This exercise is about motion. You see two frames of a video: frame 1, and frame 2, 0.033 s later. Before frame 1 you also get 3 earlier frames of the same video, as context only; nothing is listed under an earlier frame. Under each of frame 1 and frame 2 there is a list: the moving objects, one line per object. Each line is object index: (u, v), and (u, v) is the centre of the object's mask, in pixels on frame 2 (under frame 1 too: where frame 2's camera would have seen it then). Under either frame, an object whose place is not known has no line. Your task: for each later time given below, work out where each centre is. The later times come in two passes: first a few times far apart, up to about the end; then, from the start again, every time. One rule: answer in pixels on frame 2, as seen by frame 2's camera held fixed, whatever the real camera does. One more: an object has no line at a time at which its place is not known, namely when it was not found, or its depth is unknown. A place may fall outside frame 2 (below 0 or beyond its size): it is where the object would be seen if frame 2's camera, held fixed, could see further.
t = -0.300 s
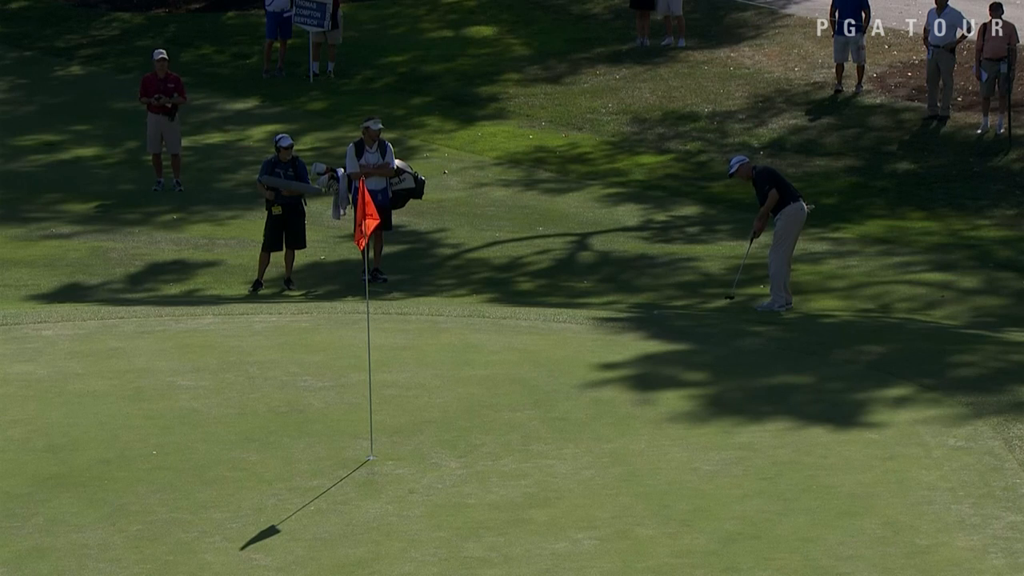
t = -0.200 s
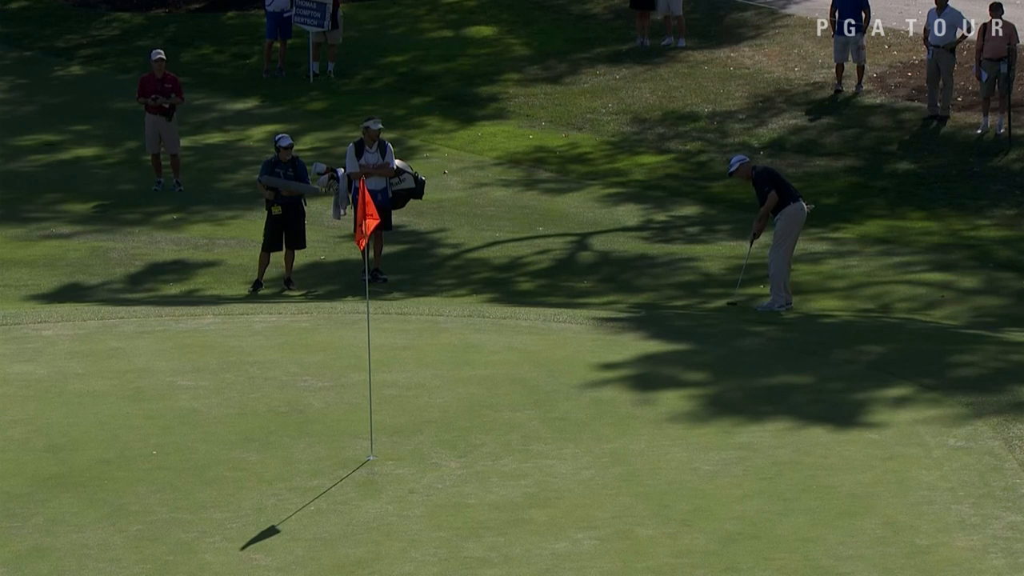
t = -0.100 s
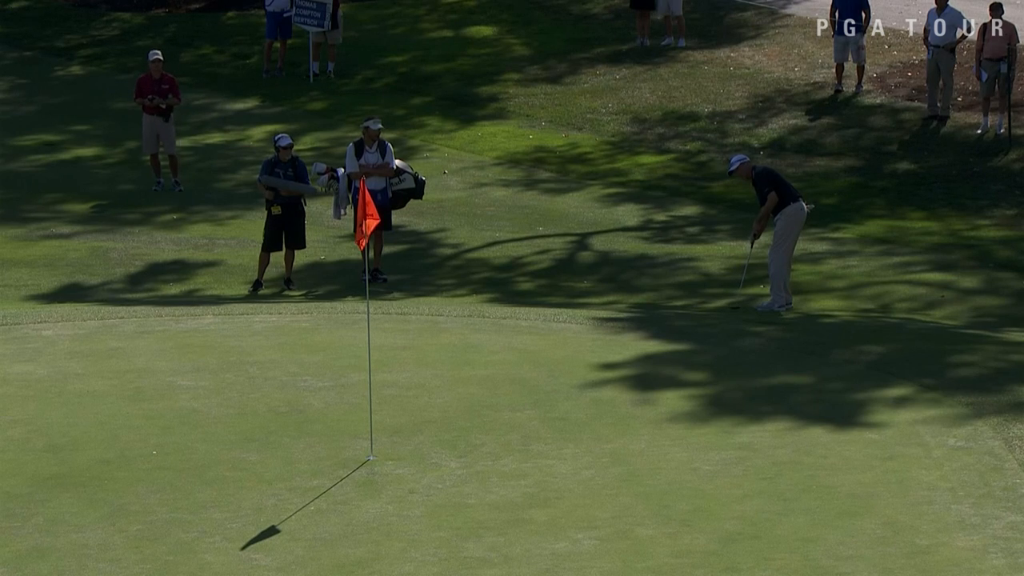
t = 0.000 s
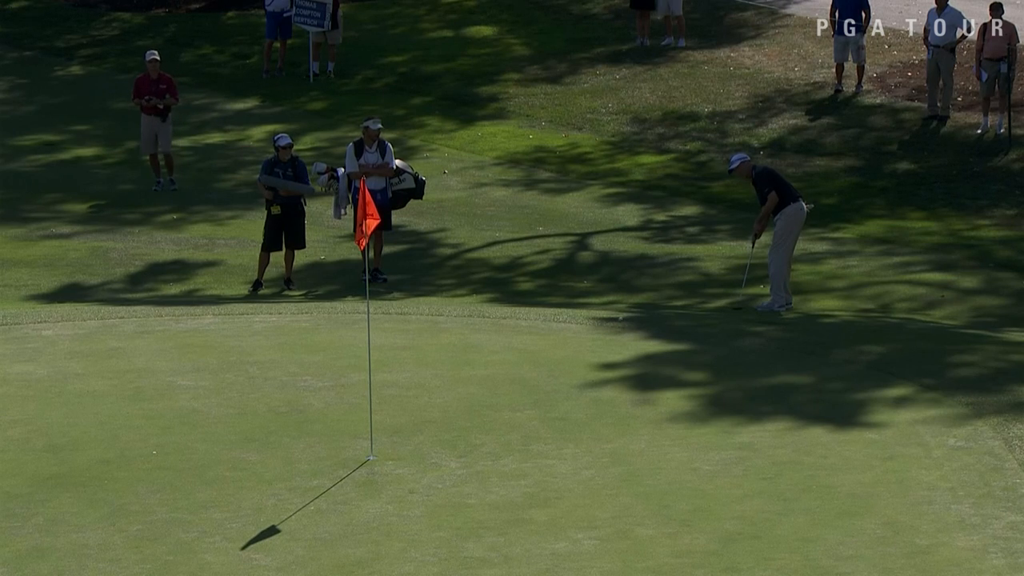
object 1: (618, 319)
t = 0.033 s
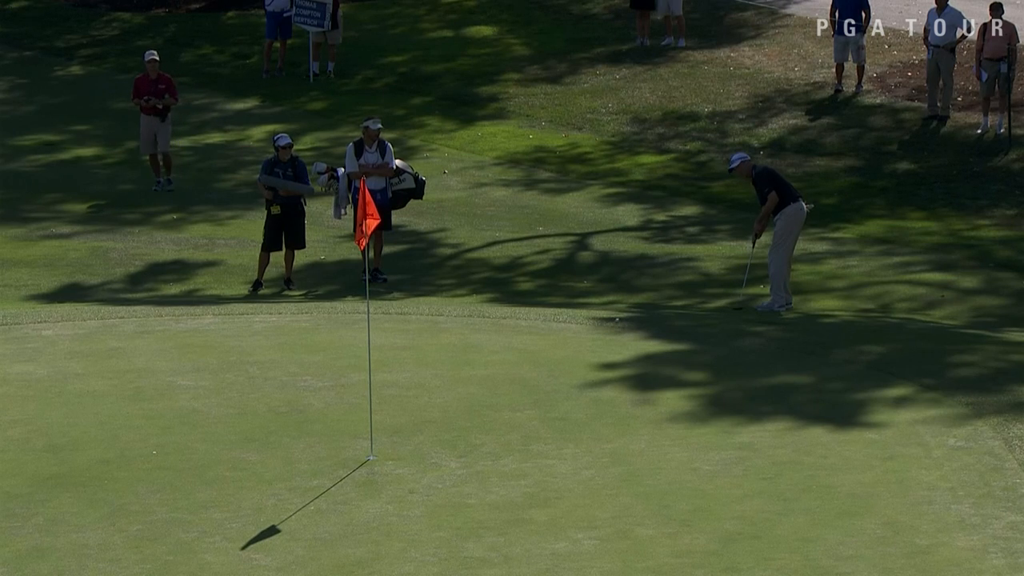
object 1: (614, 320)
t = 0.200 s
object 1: (596, 326)
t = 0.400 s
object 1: (575, 334)
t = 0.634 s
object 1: (553, 344)
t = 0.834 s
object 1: (536, 351)
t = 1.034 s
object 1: (519, 358)
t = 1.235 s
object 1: (504, 366)
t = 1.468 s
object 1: (488, 374)
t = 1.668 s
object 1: (474, 382)
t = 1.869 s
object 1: (462, 389)
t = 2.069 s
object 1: (450, 396)
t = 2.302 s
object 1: (437, 404)
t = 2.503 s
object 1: (428, 411)
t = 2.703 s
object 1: (419, 417)
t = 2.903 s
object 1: (412, 423)
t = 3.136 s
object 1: (404, 430)
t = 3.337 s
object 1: (399, 434)
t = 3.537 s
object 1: (394, 439)
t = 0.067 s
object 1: (611, 321)
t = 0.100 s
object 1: (606, 322)
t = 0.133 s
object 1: (603, 325)
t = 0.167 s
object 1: (598, 326)
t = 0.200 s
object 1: (596, 326)
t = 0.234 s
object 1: (593, 328)
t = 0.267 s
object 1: (588, 330)
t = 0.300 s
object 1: (584, 331)
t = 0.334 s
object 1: (581, 332)
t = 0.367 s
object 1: (579, 334)
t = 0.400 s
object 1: (575, 334)
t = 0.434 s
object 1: (571, 336)
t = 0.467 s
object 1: (568, 338)
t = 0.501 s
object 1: (565, 339)
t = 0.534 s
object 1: (562, 340)
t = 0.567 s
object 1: (559, 341)
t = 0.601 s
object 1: (556, 343)
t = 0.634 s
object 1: (553, 344)
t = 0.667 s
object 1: (550, 345)
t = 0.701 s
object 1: (547, 346)
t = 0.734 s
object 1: (544, 347)
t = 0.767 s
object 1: (541, 349)
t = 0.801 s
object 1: (538, 350)
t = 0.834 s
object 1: (536, 351)
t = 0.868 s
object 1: (533, 352)
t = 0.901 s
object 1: (530, 353)
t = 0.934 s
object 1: (527, 355)
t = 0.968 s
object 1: (525, 356)
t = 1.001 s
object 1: (522, 357)
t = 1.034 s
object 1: (519, 358)
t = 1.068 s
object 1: (517, 360)
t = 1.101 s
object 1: (514, 361)
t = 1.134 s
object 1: (512, 362)
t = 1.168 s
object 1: (509, 363)
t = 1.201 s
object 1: (507, 364)
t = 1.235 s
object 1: (504, 366)
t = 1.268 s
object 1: (502, 367)
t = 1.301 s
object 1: (499, 368)
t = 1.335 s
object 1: (497, 369)
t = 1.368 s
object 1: (495, 371)
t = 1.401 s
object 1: (492, 372)
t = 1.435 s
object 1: (490, 373)
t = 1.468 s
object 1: (488, 374)
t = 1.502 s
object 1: (486, 376)
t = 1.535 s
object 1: (483, 377)
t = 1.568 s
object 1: (481, 378)
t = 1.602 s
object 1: (479, 379)
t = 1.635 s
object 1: (476, 381)
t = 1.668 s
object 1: (474, 382)
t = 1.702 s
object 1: (472, 384)
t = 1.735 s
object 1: (470, 385)
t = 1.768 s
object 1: (468, 385)
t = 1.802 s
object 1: (466, 387)
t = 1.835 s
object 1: (464, 388)
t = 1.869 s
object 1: (462, 389)
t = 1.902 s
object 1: (460, 391)
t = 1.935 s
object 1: (458, 392)
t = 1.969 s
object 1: (456, 393)
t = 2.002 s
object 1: (454, 394)
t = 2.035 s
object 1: (452, 395)
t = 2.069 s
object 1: (450, 396)
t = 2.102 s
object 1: (448, 397)
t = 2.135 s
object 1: (446, 399)
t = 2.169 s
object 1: (445, 400)
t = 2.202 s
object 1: (443, 401)
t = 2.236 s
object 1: (441, 402)
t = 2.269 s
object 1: (439, 403)
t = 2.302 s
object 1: (437, 404)
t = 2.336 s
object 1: (436, 406)
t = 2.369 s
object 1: (434, 407)
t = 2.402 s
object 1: (432, 408)
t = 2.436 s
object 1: (431, 409)
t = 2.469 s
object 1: (429, 410)
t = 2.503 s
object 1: (428, 411)
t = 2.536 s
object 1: (426, 412)
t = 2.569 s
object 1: (425, 413)
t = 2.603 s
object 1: (423, 414)
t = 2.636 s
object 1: (422, 415)
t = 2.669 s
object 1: (421, 416)
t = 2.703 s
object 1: (419, 417)
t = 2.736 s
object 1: (418, 418)
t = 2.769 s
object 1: (417, 419)
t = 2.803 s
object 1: (415, 420)
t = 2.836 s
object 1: (414, 421)
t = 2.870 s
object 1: (413, 422)
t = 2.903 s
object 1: (412, 423)
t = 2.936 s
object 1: (411, 424)
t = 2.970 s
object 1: (410, 425)
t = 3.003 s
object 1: (409, 426)
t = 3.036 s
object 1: (407, 427)
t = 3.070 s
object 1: (407, 428)
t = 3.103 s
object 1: (406, 429)
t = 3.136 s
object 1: (404, 430)
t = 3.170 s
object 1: (403, 430)
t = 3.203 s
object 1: (402, 431)
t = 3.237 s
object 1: (401, 432)
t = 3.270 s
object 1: (400, 433)
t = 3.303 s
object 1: (400, 434)
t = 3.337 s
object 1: (399, 434)
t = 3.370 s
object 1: (398, 435)
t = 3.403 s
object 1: (397, 436)
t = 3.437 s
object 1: (396, 437)
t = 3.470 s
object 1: (395, 437)
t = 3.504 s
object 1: (394, 438)
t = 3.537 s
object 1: (394, 439)
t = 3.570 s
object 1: (393, 439)
